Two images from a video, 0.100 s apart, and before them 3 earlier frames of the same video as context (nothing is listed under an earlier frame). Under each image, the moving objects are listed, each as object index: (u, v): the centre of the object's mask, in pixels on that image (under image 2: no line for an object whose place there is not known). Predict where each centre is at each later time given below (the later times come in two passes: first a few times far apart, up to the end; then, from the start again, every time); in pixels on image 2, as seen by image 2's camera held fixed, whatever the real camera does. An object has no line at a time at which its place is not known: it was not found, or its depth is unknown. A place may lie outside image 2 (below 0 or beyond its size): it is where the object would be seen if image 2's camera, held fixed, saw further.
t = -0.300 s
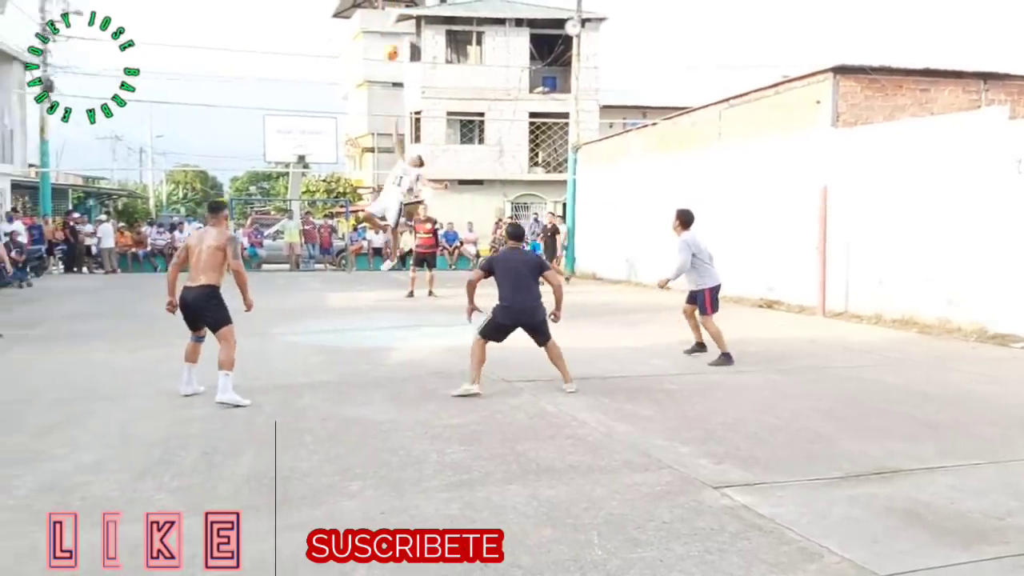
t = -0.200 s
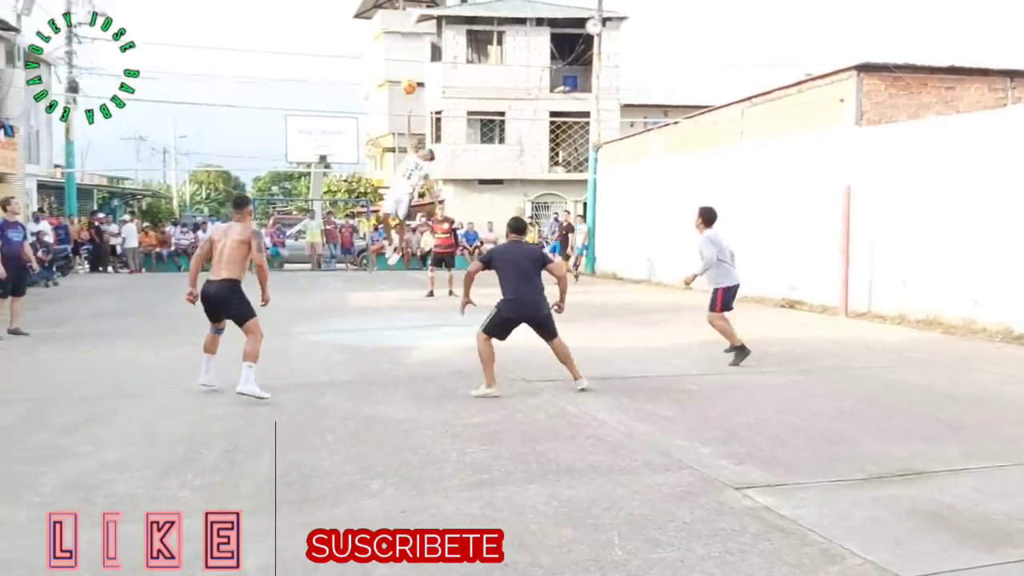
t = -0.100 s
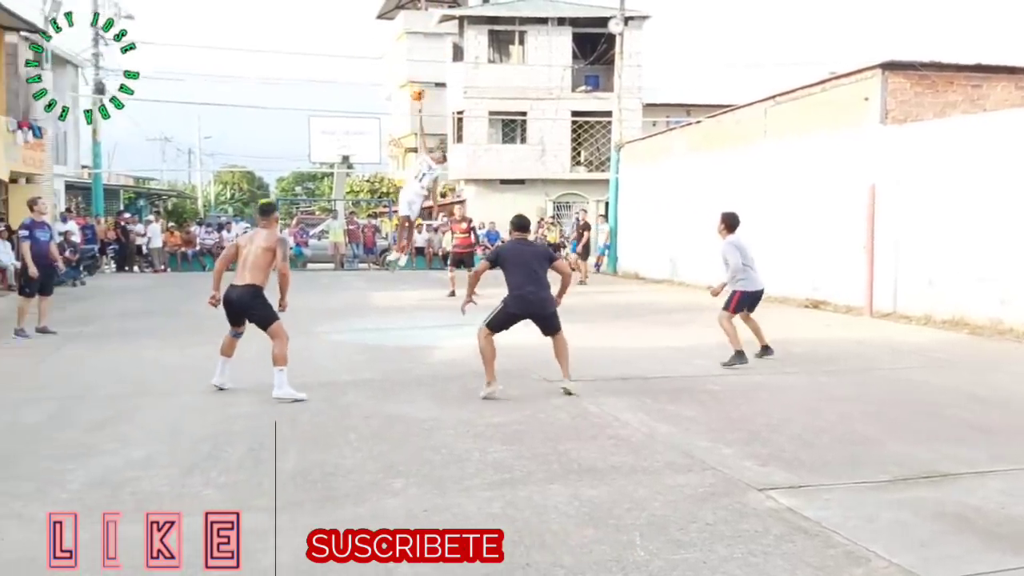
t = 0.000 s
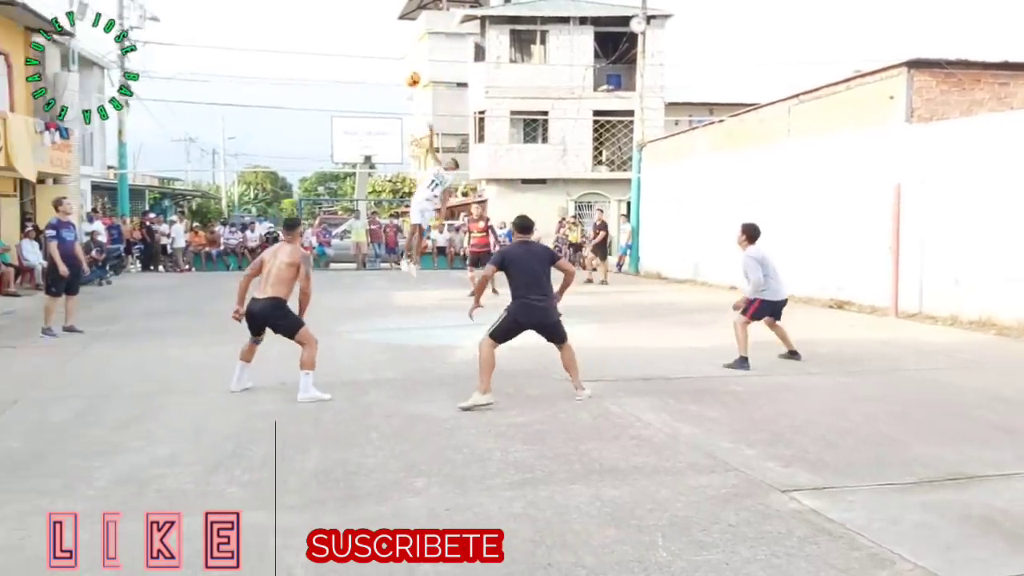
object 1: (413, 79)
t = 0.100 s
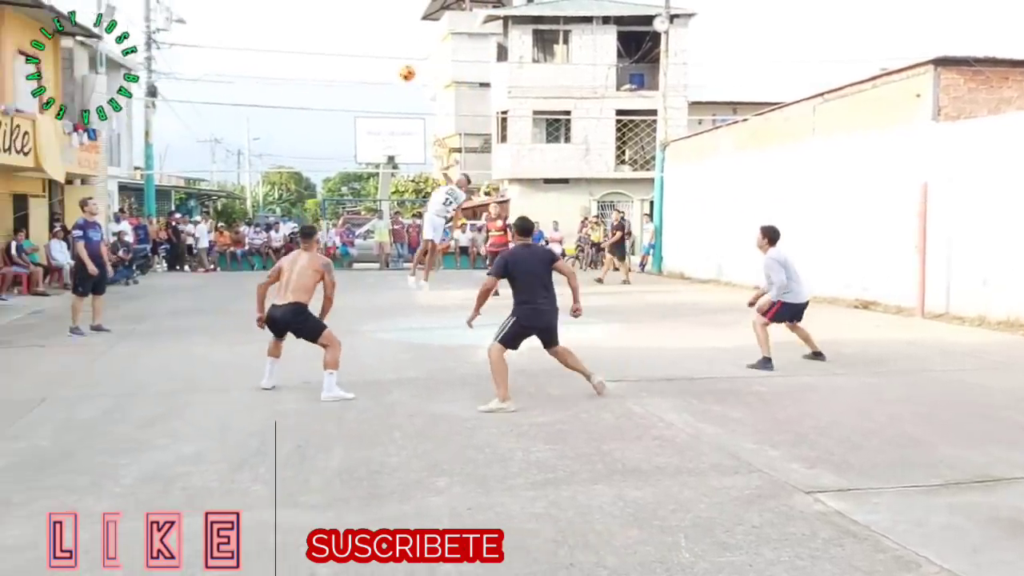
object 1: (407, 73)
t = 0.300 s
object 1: (345, 84)
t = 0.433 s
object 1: (298, 112)
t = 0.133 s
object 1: (397, 72)
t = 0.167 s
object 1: (387, 73)
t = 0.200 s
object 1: (377, 74)
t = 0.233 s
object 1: (366, 76)
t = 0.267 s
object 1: (356, 80)
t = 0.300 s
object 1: (345, 84)
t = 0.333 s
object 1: (334, 89)
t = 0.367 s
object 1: (322, 96)
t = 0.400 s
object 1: (310, 104)
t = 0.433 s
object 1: (298, 112)
